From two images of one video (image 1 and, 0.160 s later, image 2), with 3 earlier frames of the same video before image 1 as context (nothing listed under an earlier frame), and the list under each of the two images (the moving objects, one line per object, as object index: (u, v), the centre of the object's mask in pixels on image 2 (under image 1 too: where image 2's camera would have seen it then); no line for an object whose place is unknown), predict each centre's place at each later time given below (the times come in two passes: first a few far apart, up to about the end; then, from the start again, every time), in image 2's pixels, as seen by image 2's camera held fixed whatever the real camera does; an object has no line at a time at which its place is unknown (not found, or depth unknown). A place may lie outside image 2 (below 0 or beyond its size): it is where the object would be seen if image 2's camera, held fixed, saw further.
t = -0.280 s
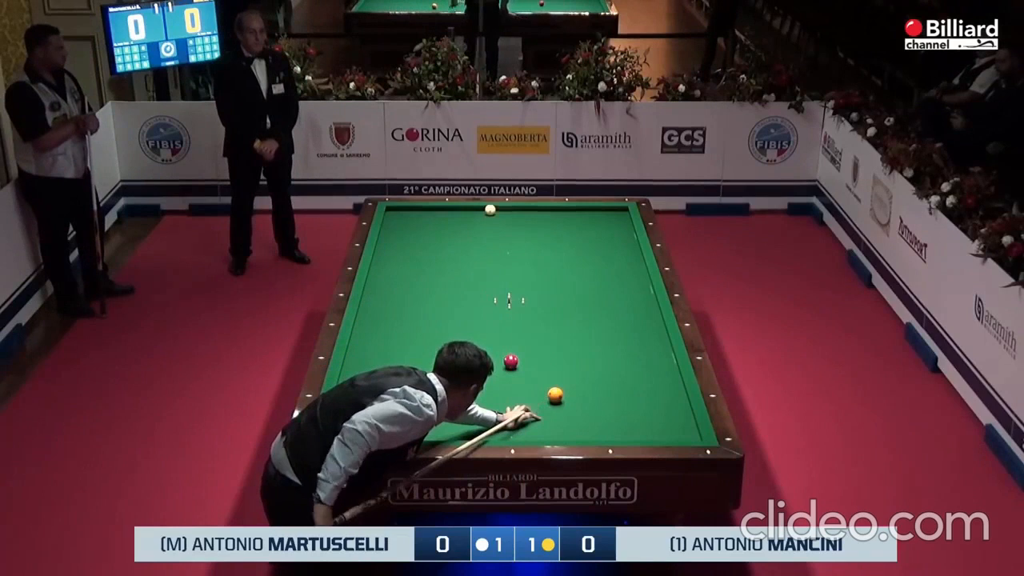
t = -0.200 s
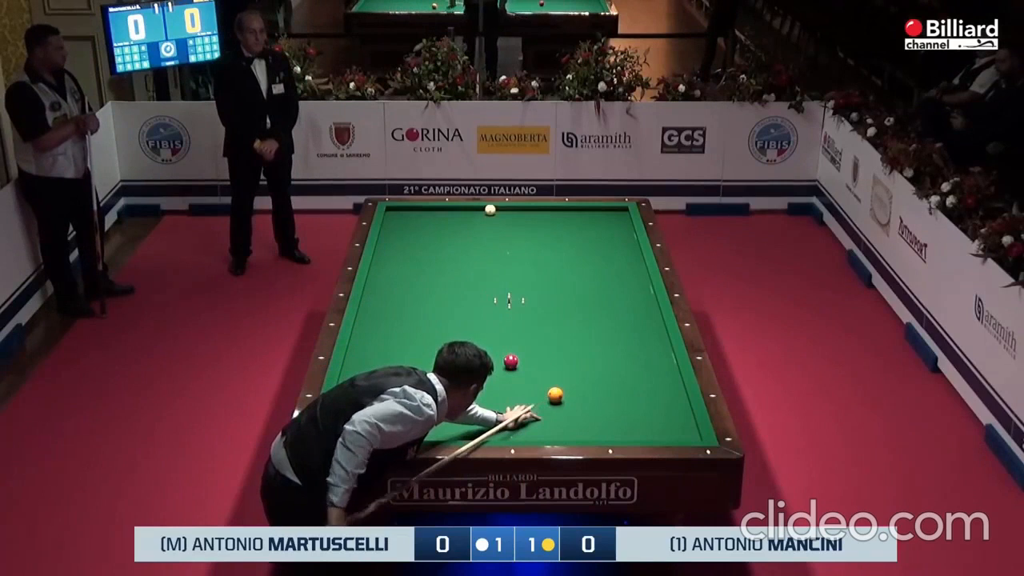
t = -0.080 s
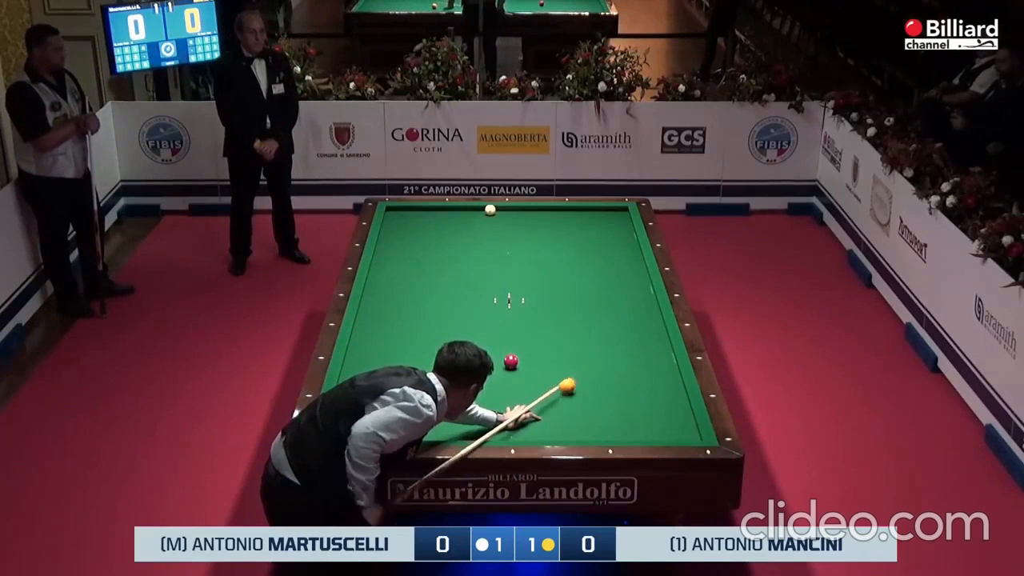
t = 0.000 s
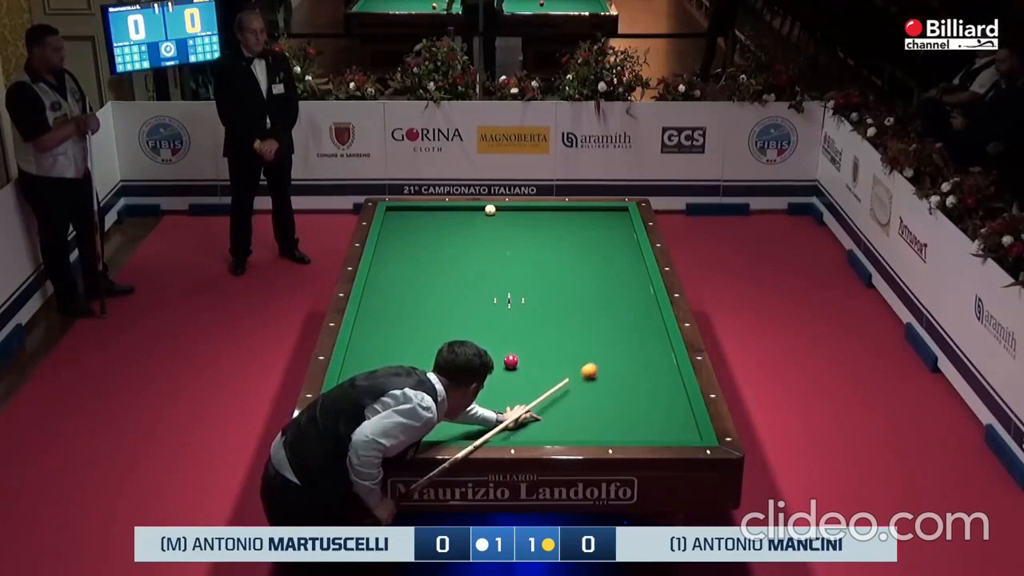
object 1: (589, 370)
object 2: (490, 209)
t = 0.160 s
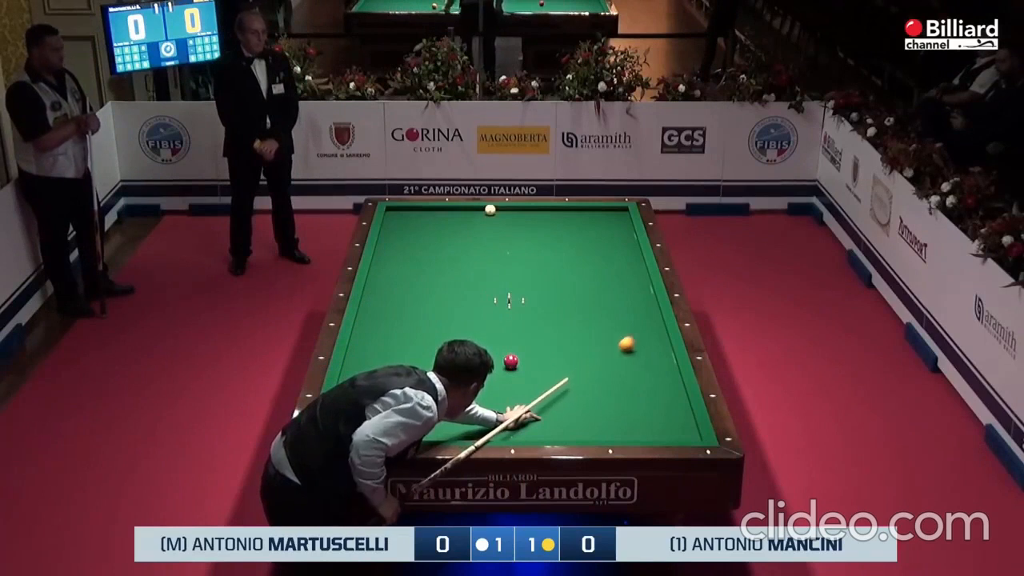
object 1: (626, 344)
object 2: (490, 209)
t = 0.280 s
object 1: (653, 325)
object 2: (490, 209)
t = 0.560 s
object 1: (607, 291)
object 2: (490, 209)
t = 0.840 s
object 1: (567, 262)
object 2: (490, 209)
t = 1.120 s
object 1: (532, 236)
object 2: (490, 209)
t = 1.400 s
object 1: (501, 214)
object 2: (489, 209)
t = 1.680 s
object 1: (504, 211)
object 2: (465, 213)
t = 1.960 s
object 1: (501, 215)
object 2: (445, 220)
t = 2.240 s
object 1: (497, 219)
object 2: (424, 227)
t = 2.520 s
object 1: (493, 223)
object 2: (403, 234)
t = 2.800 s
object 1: (490, 226)
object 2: (382, 241)
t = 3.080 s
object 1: (486, 230)
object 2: (391, 248)
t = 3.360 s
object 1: (483, 233)
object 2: (401, 255)
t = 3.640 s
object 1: (479, 237)
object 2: (410, 262)
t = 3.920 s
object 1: (476, 240)
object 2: (420, 269)
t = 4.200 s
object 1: (473, 242)
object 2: (429, 275)
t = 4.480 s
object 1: (470, 245)
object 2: (439, 282)
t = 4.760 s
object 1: (467, 248)
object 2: (448, 288)
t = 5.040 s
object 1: (465, 250)
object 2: (458, 295)
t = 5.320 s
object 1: (462, 252)
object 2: (467, 302)
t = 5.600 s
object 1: (460, 254)
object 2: (476, 308)
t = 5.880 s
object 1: (458, 256)
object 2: (485, 314)
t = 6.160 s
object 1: (456, 257)
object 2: (495, 320)
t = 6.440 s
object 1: (455, 259)
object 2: (503, 326)
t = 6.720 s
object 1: (454, 260)
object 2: (512, 332)
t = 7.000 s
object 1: (452, 261)
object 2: (521, 338)
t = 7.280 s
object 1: (452, 261)
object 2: (529, 344)
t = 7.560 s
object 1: (452, 262)
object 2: (537, 350)
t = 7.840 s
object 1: (452, 262)
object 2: (545, 355)
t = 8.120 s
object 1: (452, 263)
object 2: (553, 360)
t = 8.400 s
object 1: (452, 263)
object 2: (560, 365)
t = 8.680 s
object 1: (452, 263)
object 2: (567, 370)
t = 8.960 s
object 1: (452, 263)
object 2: (574, 374)
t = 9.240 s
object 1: (452, 263)
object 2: (580, 378)
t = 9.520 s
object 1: (453, 263)
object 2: (585, 382)
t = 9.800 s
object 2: (591, 386)
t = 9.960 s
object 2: (594, 388)
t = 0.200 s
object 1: (635, 337)
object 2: (490, 209)
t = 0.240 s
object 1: (644, 331)
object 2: (490, 209)
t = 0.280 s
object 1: (653, 325)
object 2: (490, 209)
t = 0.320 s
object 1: (657, 320)
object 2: (490, 209)
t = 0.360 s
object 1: (647, 315)
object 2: (490, 209)
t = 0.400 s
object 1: (637, 310)
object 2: (490, 209)
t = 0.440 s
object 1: (629, 305)
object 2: (490, 209)
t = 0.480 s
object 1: (620, 300)
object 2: (490, 209)
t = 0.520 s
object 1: (613, 296)
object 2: (490, 209)
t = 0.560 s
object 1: (607, 291)
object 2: (490, 209)
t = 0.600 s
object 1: (600, 287)
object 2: (490, 209)
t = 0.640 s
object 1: (595, 283)
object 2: (490, 209)
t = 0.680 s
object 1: (589, 278)
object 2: (490, 209)
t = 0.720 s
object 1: (583, 274)
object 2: (490, 209)
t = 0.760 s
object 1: (578, 270)
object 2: (490, 209)
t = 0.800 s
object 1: (572, 266)
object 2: (490, 209)
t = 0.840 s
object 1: (567, 262)
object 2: (490, 209)
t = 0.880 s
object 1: (562, 258)
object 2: (490, 209)
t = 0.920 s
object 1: (556, 254)
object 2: (490, 209)
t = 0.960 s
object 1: (551, 251)
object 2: (490, 209)
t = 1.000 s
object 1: (546, 247)
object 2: (490, 209)
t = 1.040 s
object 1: (541, 244)
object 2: (490, 209)
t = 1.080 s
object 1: (537, 240)
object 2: (490, 209)
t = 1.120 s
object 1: (532, 236)
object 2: (490, 209)
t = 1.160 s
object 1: (527, 233)
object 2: (490, 209)
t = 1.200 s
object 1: (523, 230)
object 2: (490, 209)
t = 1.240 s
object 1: (518, 226)
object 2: (489, 209)
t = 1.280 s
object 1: (514, 223)
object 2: (489, 209)
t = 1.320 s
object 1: (509, 220)
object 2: (489, 209)
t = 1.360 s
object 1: (505, 217)
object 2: (489, 209)
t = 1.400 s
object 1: (501, 214)
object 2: (489, 209)
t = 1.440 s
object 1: (499, 211)
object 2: (487, 208)
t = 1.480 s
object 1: (502, 210)
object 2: (481, 207)
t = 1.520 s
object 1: (504, 209)
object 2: (478, 209)
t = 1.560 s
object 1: (505, 208)
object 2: (474, 210)
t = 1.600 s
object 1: (505, 209)
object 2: (471, 211)
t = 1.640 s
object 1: (505, 210)
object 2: (468, 212)
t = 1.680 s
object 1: (504, 211)
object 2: (465, 213)
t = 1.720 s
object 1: (504, 212)
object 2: (462, 214)
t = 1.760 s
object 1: (503, 212)
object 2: (459, 215)
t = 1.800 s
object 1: (503, 213)
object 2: (456, 216)
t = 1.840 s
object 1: (502, 213)
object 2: (453, 217)
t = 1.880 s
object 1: (502, 214)
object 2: (450, 218)
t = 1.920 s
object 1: (501, 215)
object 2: (448, 219)
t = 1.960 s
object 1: (501, 215)
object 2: (445, 220)
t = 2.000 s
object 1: (500, 216)
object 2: (442, 221)
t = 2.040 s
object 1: (499, 216)
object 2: (439, 222)
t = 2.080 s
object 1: (499, 217)
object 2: (436, 223)
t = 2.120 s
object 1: (499, 217)
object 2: (433, 224)
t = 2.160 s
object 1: (498, 218)
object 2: (430, 225)
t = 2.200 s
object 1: (497, 218)
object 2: (427, 226)
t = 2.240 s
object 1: (497, 219)
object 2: (424, 227)
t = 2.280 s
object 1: (496, 220)
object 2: (421, 228)
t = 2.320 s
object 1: (496, 220)
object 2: (418, 229)
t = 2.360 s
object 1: (495, 221)
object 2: (415, 230)
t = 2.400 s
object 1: (495, 221)
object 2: (412, 231)
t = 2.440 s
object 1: (494, 222)
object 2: (409, 232)
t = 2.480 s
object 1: (494, 223)
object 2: (406, 233)
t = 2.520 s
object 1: (493, 223)
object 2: (403, 234)
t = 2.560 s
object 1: (493, 223)
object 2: (400, 235)
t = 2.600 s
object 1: (492, 224)
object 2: (397, 236)
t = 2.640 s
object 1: (492, 225)
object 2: (394, 237)
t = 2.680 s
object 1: (491, 225)
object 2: (391, 238)
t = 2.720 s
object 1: (491, 226)
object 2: (389, 239)
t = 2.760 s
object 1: (490, 226)
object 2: (385, 240)
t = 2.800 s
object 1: (490, 226)
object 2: (382, 241)
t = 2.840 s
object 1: (489, 227)
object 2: (383, 243)
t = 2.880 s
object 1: (489, 227)
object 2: (384, 244)
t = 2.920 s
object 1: (488, 228)
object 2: (386, 244)
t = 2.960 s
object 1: (488, 228)
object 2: (387, 245)
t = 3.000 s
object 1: (487, 229)
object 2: (388, 246)
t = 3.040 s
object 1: (487, 230)
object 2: (390, 247)
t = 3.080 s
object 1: (486, 230)
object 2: (391, 248)
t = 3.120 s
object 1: (486, 230)
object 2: (392, 249)
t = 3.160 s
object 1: (485, 231)
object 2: (394, 250)
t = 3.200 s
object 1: (485, 232)
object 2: (395, 251)
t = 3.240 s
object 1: (484, 232)
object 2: (396, 252)
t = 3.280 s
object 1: (484, 232)
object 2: (398, 253)
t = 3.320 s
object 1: (484, 233)
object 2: (399, 254)
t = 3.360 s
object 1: (483, 233)
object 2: (401, 255)
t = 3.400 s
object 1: (482, 234)
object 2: (402, 256)
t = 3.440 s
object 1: (482, 234)
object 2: (403, 257)
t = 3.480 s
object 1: (481, 235)
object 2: (405, 258)
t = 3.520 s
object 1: (481, 235)
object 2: (406, 259)
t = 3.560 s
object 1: (480, 236)
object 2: (407, 260)
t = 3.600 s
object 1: (480, 236)
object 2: (409, 261)
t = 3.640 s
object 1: (479, 237)
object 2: (410, 262)
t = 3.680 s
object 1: (479, 237)
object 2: (412, 263)
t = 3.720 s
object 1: (479, 237)
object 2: (413, 264)
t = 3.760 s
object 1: (478, 238)
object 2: (414, 265)
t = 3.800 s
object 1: (478, 238)
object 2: (416, 266)
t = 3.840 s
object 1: (477, 239)
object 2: (417, 267)
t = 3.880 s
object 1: (477, 239)
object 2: (419, 268)
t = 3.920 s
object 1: (476, 240)
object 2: (420, 269)
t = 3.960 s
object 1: (476, 240)
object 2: (421, 270)
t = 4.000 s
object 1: (475, 240)
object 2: (422, 270)
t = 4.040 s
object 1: (475, 241)
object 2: (424, 272)
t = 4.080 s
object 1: (475, 241)
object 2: (425, 272)
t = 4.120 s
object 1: (474, 242)
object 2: (427, 273)
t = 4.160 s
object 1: (474, 242)
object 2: (428, 274)
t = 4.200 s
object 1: (473, 242)
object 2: (429, 275)
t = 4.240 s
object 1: (473, 243)
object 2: (431, 276)
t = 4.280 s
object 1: (473, 243)
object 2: (432, 277)
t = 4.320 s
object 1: (472, 244)
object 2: (433, 278)
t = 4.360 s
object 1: (472, 244)
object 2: (435, 279)
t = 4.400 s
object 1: (471, 244)
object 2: (436, 280)
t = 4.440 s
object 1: (471, 245)
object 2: (437, 281)
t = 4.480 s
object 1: (470, 245)
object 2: (439, 282)
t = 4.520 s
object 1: (470, 245)
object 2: (440, 283)
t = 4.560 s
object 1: (470, 246)
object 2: (441, 284)
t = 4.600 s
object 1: (469, 246)
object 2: (443, 285)
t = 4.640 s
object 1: (469, 246)
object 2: (444, 286)
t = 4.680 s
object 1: (468, 247)
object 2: (446, 287)
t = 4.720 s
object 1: (468, 247)
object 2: (447, 288)
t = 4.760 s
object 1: (467, 248)
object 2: (448, 288)
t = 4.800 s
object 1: (467, 248)
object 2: (450, 289)
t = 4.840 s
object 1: (467, 248)
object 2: (451, 290)
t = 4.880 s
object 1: (466, 249)
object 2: (452, 292)
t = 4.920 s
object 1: (466, 249)
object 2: (454, 292)
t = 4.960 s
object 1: (466, 249)
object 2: (455, 293)
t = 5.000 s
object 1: (465, 249)
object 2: (456, 294)
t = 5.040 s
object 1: (465, 250)
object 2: (458, 295)
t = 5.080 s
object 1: (464, 250)
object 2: (459, 296)
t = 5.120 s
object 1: (464, 250)
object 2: (460, 297)
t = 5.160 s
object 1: (464, 251)
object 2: (462, 298)
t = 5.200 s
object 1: (463, 251)
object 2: (463, 299)
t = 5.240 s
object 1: (463, 251)
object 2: (464, 300)
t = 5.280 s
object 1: (463, 252)
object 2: (466, 301)
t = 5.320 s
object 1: (462, 252)
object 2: (467, 302)
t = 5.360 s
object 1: (462, 252)
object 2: (468, 302)
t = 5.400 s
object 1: (461, 252)
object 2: (469, 303)
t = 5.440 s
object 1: (461, 253)
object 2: (471, 304)
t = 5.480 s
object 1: (461, 253)
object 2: (472, 305)
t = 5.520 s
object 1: (461, 253)
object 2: (474, 306)
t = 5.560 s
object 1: (460, 253)
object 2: (475, 307)
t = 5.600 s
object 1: (460, 254)
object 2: (476, 308)
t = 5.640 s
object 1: (460, 254)
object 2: (477, 309)
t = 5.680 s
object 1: (459, 255)
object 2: (479, 310)
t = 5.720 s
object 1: (459, 255)
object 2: (480, 311)
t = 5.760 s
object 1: (459, 255)
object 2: (481, 311)
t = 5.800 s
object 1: (459, 255)
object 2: (483, 312)
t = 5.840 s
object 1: (458, 256)
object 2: (484, 313)
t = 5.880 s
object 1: (458, 256)
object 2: (485, 314)
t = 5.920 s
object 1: (458, 256)
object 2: (487, 315)
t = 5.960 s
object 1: (457, 256)
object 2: (488, 316)
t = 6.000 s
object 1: (457, 256)
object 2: (489, 317)
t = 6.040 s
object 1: (457, 257)
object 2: (491, 318)
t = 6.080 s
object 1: (456, 257)
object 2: (492, 319)
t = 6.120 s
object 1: (456, 257)
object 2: (493, 319)
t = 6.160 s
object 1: (456, 257)
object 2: (495, 320)
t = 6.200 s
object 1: (456, 257)
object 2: (496, 321)
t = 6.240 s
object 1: (456, 258)
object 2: (497, 322)
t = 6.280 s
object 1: (455, 258)
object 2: (498, 323)
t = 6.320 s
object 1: (455, 258)
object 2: (500, 324)
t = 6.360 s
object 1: (455, 258)
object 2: (501, 325)
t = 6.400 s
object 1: (455, 258)
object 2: (502, 325)
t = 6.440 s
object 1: (455, 259)
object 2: (503, 326)
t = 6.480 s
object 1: (454, 259)
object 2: (505, 327)
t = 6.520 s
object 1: (454, 259)
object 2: (506, 328)
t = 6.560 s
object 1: (454, 259)
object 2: (507, 329)
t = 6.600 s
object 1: (454, 259)
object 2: (508, 330)
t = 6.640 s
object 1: (454, 259)
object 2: (510, 331)
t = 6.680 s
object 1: (454, 259)
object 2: (511, 331)
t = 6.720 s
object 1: (454, 260)
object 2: (512, 332)
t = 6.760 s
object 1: (453, 260)
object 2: (513, 333)
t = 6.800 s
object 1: (453, 260)
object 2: (515, 334)
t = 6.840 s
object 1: (453, 260)
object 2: (516, 335)
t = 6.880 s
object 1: (453, 260)
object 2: (517, 336)
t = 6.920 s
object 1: (453, 260)
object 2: (518, 336)
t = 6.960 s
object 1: (453, 260)
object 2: (519, 337)
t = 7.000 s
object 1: (452, 261)
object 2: (521, 338)
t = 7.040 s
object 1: (452, 261)
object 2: (522, 339)
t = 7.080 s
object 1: (452, 261)
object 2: (523, 340)
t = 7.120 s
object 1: (452, 261)
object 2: (524, 341)
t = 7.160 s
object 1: (452, 261)
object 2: (525, 341)
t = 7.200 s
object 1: (452, 261)
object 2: (527, 342)
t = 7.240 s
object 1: (452, 261)
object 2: (528, 343)
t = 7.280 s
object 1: (452, 261)
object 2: (529, 344)
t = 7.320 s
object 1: (452, 261)
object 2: (530, 345)
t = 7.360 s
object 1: (452, 262)
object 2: (532, 346)
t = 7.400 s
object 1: (452, 262)
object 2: (533, 347)
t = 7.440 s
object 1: (452, 262)
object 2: (534, 348)
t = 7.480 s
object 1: (452, 262)
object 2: (535, 348)
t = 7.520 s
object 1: (452, 262)
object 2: (536, 349)
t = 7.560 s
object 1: (452, 262)
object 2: (537, 350)
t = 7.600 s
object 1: (452, 262)
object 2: (539, 350)
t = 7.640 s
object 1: (452, 262)
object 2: (540, 351)
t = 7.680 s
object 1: (452, 262)
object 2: (541, 352)
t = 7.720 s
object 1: (452, 262)
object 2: (542, 353)
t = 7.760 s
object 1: (452, 262)
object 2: (543, 354)
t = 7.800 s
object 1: (452, 262)
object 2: (544, 354)
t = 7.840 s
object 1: (452, 262)
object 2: (545, 355)
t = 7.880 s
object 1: (452, 262)
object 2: (546, 356)
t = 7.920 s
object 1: (452, 262)
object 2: (547, 357)
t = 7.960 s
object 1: (452, 263)
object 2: (548, 357)
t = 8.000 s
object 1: (452, 263)
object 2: (550, 358)
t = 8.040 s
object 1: (452, 263)
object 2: (551, 359)
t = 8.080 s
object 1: (452, 263)
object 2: (552, 359)
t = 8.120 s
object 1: (452, 263)
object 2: (553, 360)
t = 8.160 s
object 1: (452, 263)
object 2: (554, 361)
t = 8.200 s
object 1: (452, 263)
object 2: (555, 362)
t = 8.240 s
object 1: (452, 263)
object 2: (556, 362)
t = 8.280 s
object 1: (452, 263)
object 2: (557, 363)
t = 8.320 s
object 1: (452, 263)
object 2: (558, 363)
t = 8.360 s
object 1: (452, 263)
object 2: (559, 364)
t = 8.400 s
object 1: (452, 263)
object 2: (560, 365)
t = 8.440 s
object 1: (452, 263)
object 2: (561, 366)
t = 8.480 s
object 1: (452, 263)
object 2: (562, 366)
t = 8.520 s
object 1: (452, 263)
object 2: (563, 367)
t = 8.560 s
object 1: (452, 263)
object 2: (564, 368)
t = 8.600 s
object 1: (452, 263)
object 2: (565, 368)
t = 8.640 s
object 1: (452, 263)
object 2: (566, 369)
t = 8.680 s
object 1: (452, 263)
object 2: (567, 370)
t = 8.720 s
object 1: (452, 263)
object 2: (568, 370)
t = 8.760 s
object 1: (452, 263)
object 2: (569, 370)
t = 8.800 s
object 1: (452, 263)
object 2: (570, 372)
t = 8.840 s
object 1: (452, 263)
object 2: (571, 372)
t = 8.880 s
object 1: (452, 263)
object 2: (572, 373)
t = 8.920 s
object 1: (452, 263)
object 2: (573, 373)
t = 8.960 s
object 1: (452, 263)
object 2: (574, 374)
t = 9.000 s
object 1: (452, 263)
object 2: (574, 375)
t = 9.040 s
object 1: (452, 263)
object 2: (575, 375)
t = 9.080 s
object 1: (452, 263)
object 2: (576, 376)
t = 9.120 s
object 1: (452, 263)
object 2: (577, 376)
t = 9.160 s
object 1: (452, 263)
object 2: (578, 377)
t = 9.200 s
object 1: (452, 263)
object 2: (579, 377)
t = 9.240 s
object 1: (452, 263)
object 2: (580, 378)
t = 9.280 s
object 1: (452, 263)
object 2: (580, 379)
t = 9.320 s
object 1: (452, 263)
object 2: (581, 380)
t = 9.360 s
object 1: (452, 263)
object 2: (582, 380)
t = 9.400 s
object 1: (452, 263)
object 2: (583, 380)
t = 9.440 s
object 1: (452, 263)
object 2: (584, 381)
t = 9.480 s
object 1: (452, 263)
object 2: (584, 382)
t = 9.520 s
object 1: (453, 263)
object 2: (585, 382)
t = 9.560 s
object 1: (455, 262)
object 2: (586, 383)
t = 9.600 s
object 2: (587, 383)
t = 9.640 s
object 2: (588, 384)
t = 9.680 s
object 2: (589, 384)
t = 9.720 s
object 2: (589, 385)
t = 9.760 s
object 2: (590, 385)
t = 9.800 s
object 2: (591, 386)
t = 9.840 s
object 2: (591, 386)
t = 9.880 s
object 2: (592, 387)
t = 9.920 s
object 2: (593, 388)
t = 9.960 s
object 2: (594, 388)
